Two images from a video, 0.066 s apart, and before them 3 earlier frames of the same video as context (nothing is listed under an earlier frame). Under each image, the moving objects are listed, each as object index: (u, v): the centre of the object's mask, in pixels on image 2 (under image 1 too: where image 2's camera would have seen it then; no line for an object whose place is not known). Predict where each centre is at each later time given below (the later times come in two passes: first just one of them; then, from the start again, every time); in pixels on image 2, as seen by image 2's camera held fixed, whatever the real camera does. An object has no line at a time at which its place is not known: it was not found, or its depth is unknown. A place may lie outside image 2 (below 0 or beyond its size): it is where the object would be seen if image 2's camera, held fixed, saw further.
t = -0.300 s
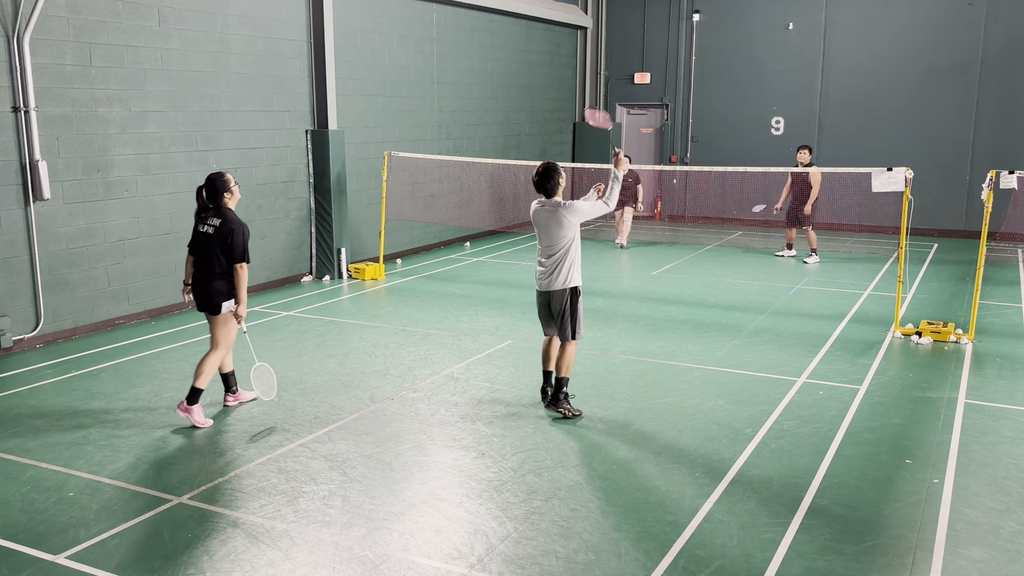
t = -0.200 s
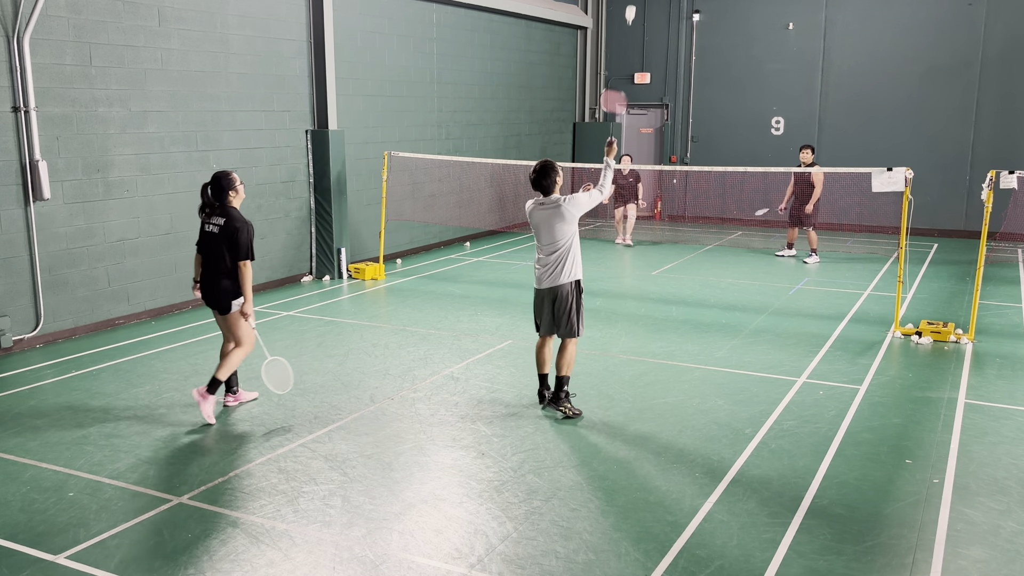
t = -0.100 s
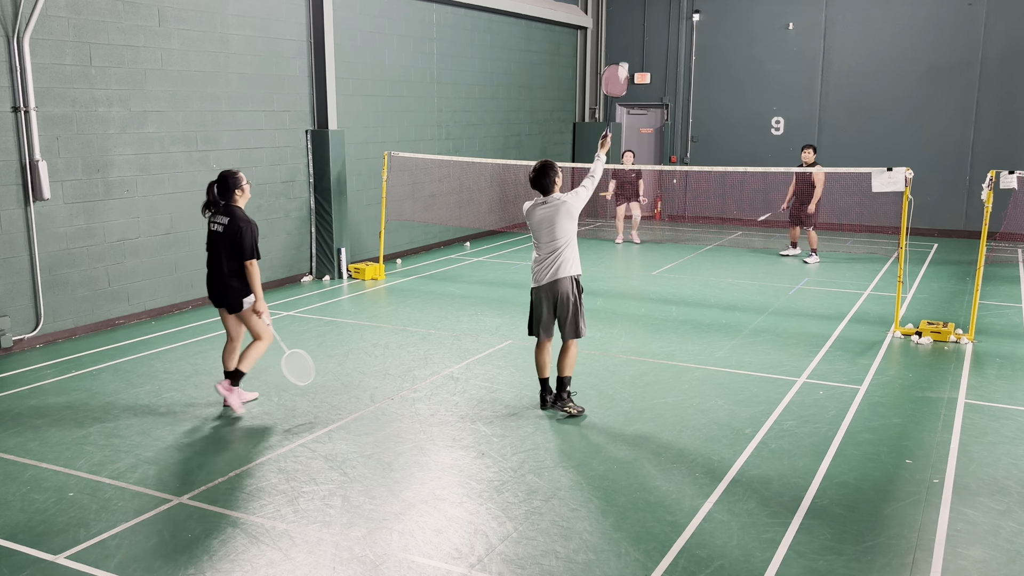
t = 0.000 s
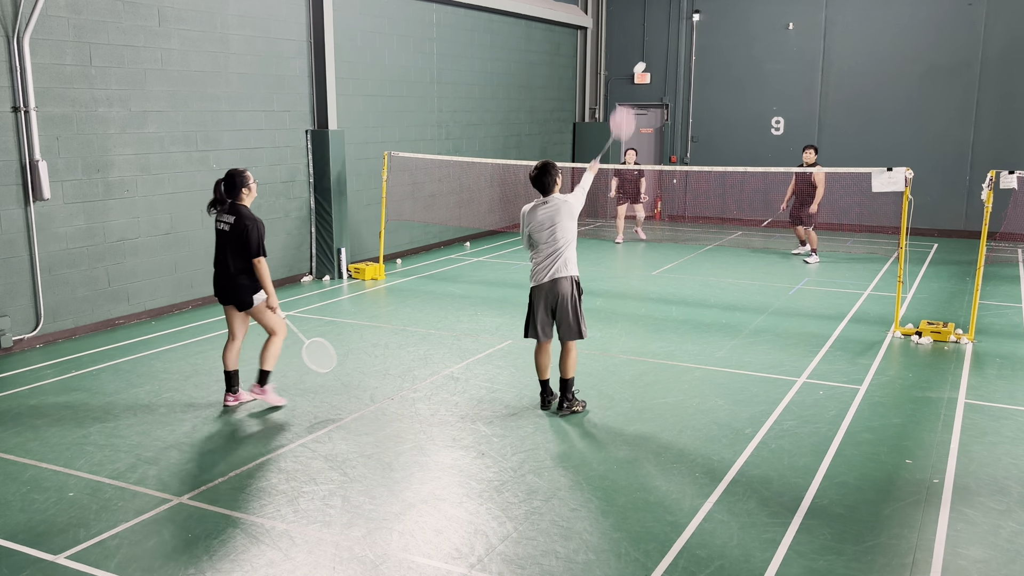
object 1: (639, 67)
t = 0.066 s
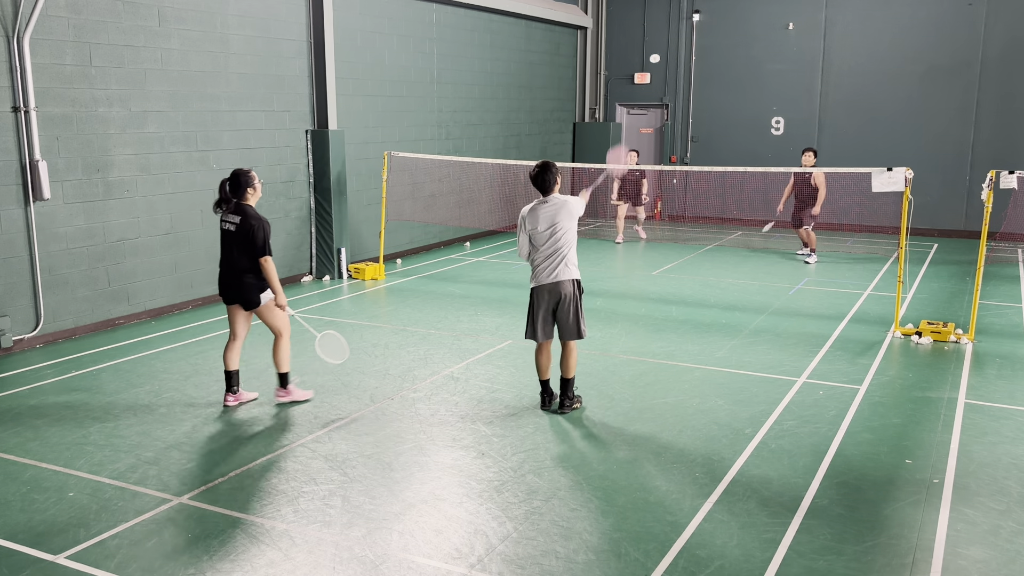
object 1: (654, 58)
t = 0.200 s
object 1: (669, 60)
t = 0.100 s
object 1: (659, 58)
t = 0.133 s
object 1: (663, 58)
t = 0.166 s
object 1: (666, 59)
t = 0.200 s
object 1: (669, 60)
